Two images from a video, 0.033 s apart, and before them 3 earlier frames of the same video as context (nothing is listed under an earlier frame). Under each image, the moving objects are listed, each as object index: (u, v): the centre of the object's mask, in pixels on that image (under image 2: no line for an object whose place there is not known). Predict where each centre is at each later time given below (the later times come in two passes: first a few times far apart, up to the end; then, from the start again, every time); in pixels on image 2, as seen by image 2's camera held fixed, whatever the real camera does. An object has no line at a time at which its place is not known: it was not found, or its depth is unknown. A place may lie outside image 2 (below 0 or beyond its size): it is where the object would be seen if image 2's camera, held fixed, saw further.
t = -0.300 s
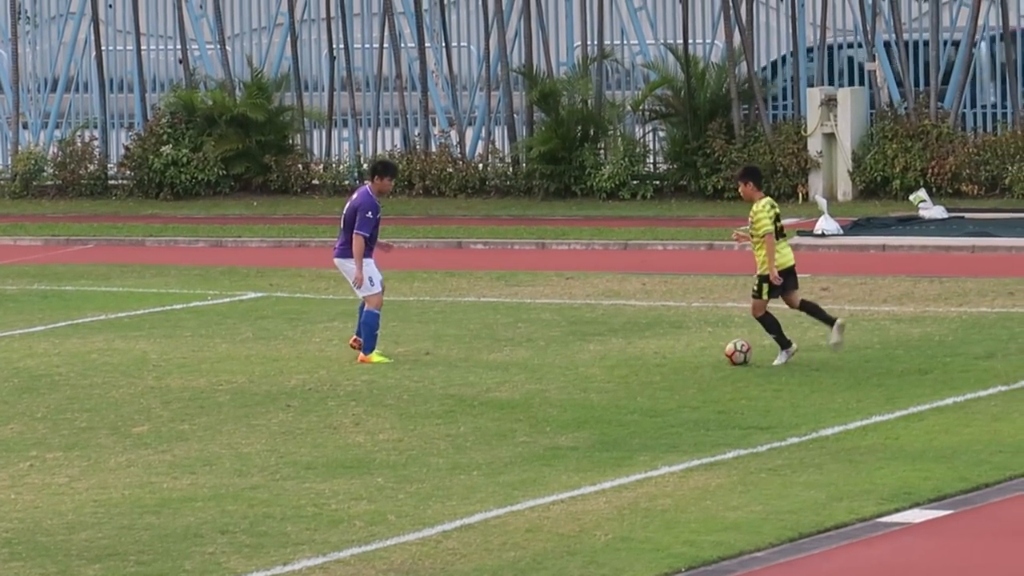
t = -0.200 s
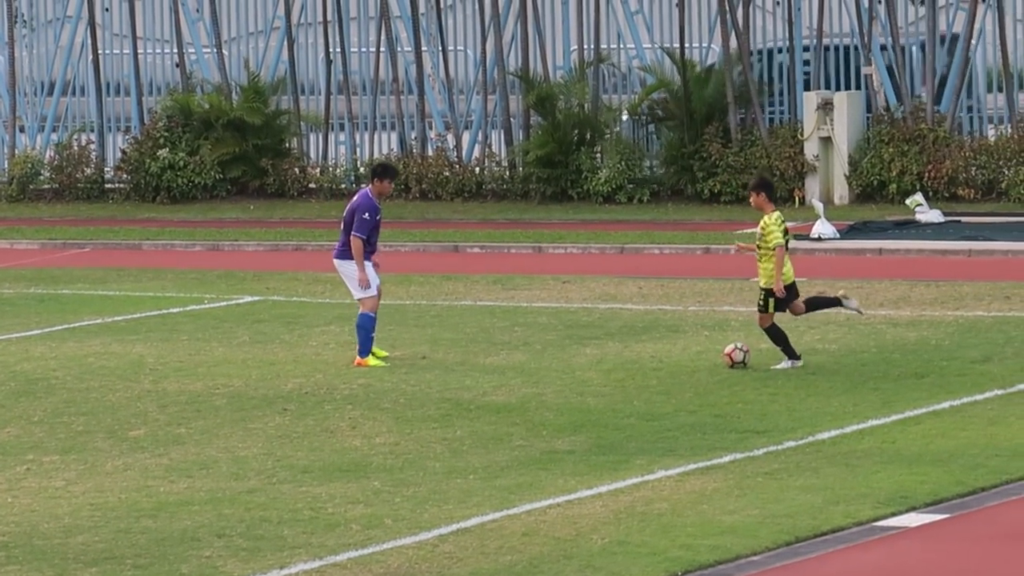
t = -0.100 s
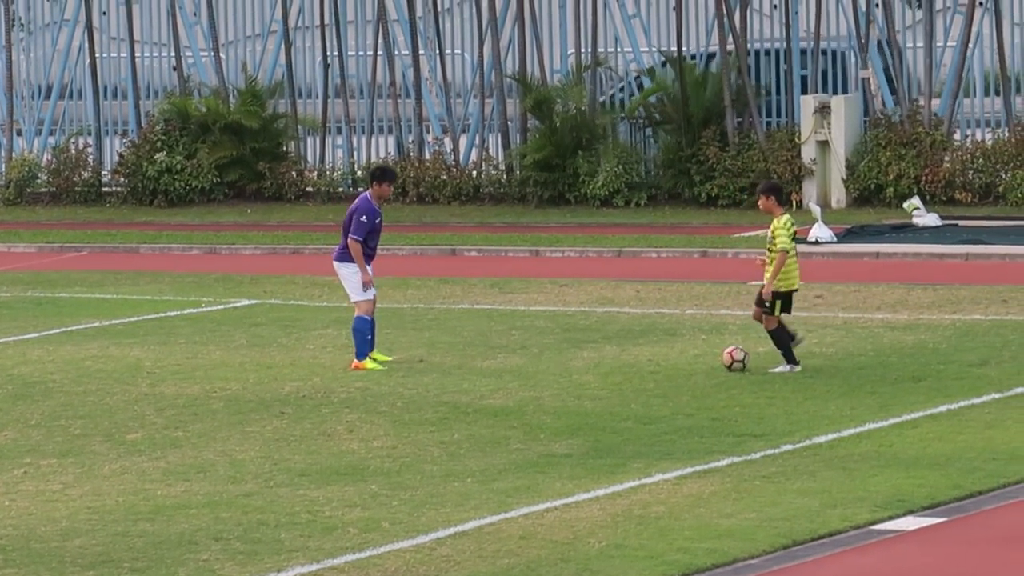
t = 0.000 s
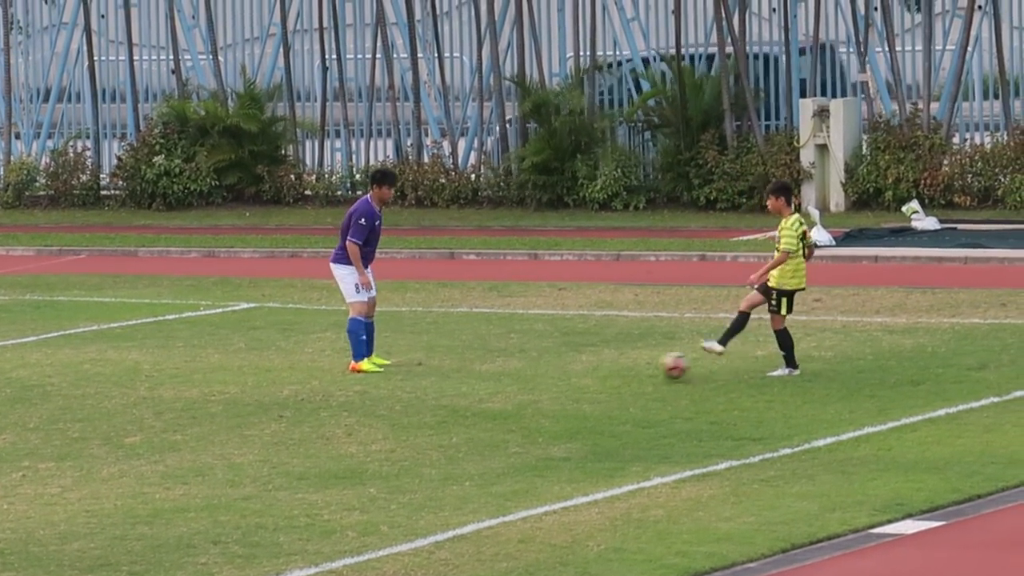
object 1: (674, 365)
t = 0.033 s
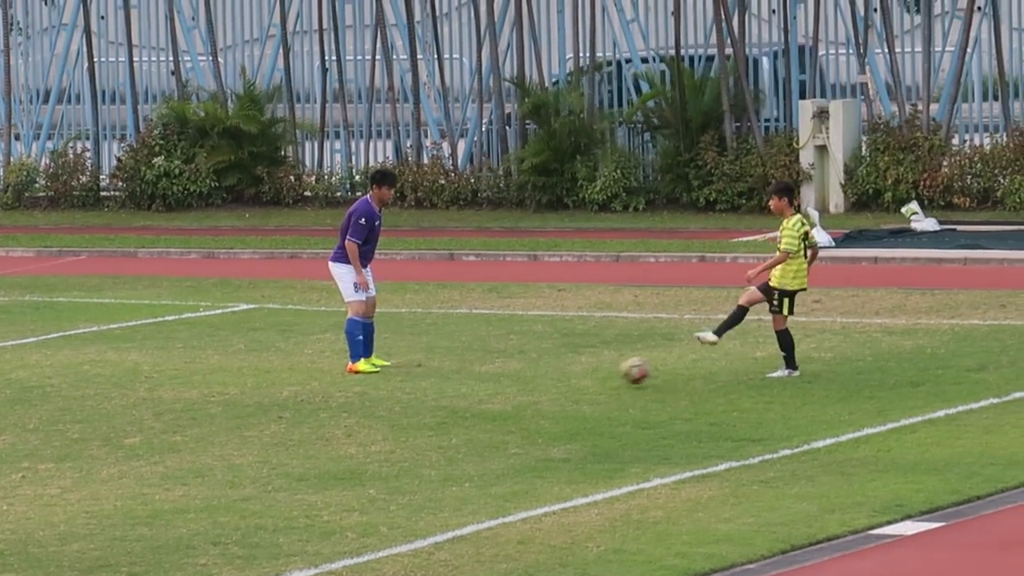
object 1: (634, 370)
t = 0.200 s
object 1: (454, 397)
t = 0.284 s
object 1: (373, 408)
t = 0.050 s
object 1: (616, 373)
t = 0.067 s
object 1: (596, 376)
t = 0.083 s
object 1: (577, 379)
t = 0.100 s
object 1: (558, 383)
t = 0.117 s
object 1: (538, 387)
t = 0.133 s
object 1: (519, 391)
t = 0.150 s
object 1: (503, 393)
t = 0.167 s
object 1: (486, 394)
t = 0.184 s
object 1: (470, 396)
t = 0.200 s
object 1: (454, 397)
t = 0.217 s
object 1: (438, 398)
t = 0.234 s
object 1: (422, 400)
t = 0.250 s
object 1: (405, 402)
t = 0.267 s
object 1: (389, 404)
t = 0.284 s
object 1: (373, 408)
